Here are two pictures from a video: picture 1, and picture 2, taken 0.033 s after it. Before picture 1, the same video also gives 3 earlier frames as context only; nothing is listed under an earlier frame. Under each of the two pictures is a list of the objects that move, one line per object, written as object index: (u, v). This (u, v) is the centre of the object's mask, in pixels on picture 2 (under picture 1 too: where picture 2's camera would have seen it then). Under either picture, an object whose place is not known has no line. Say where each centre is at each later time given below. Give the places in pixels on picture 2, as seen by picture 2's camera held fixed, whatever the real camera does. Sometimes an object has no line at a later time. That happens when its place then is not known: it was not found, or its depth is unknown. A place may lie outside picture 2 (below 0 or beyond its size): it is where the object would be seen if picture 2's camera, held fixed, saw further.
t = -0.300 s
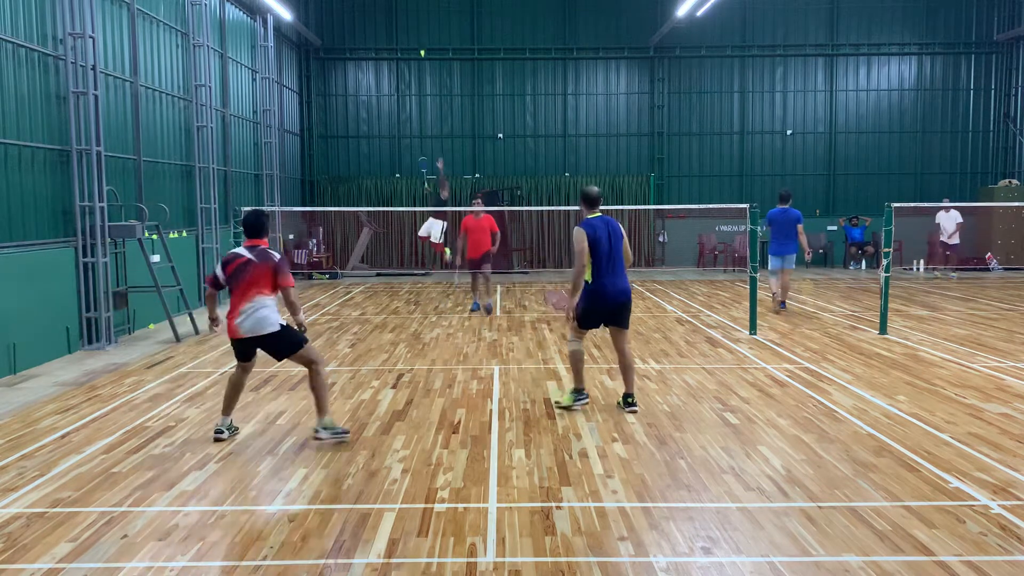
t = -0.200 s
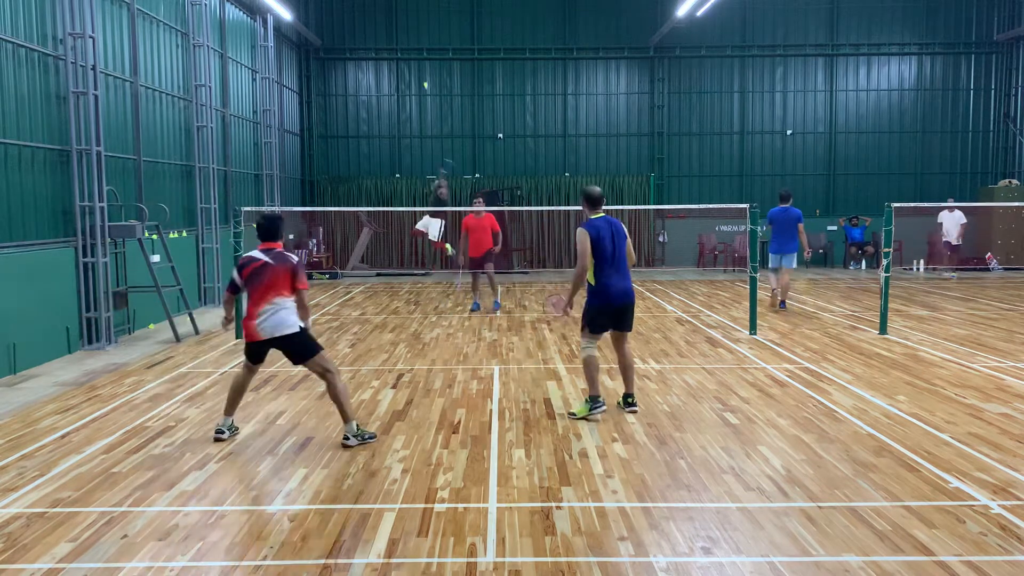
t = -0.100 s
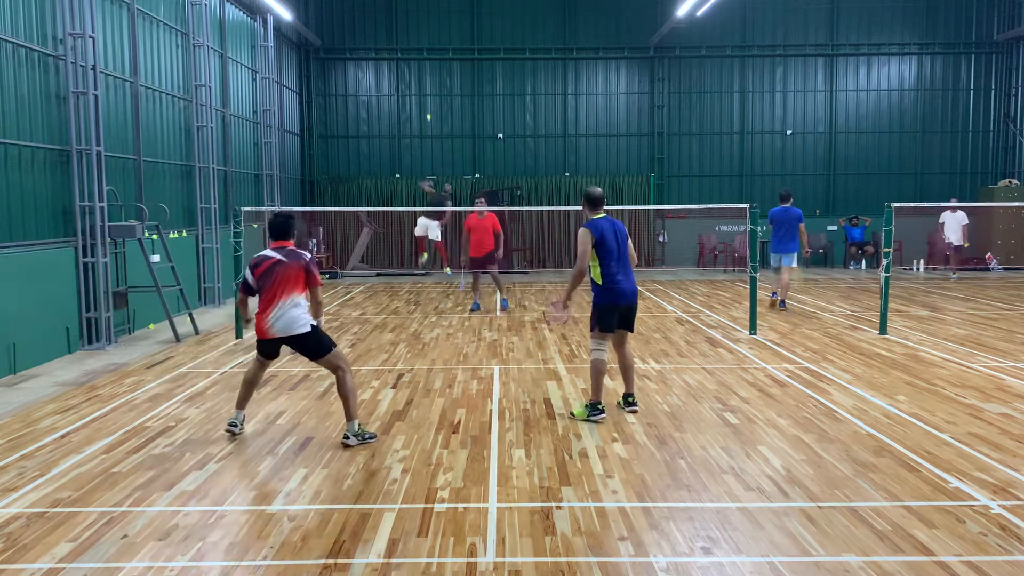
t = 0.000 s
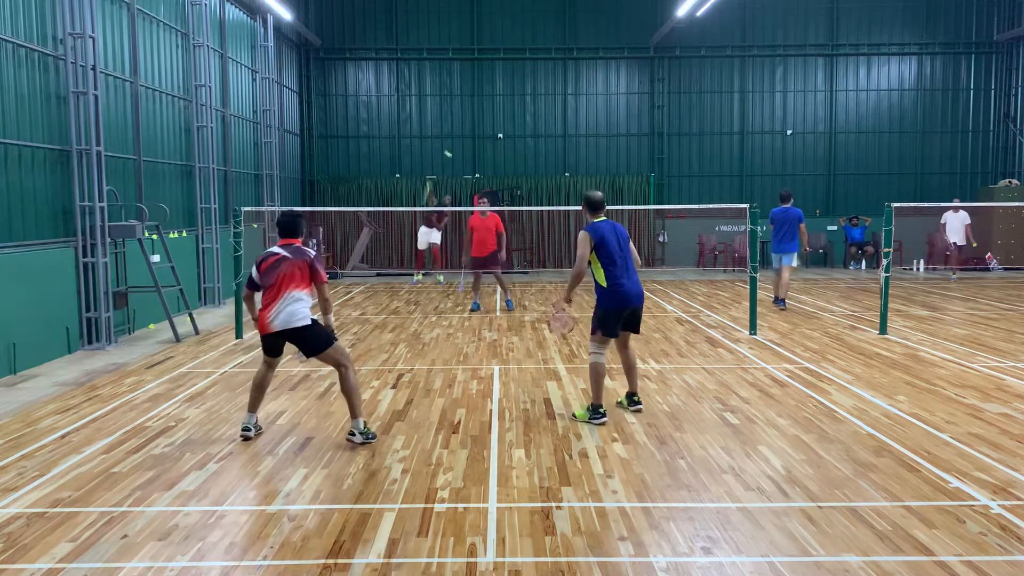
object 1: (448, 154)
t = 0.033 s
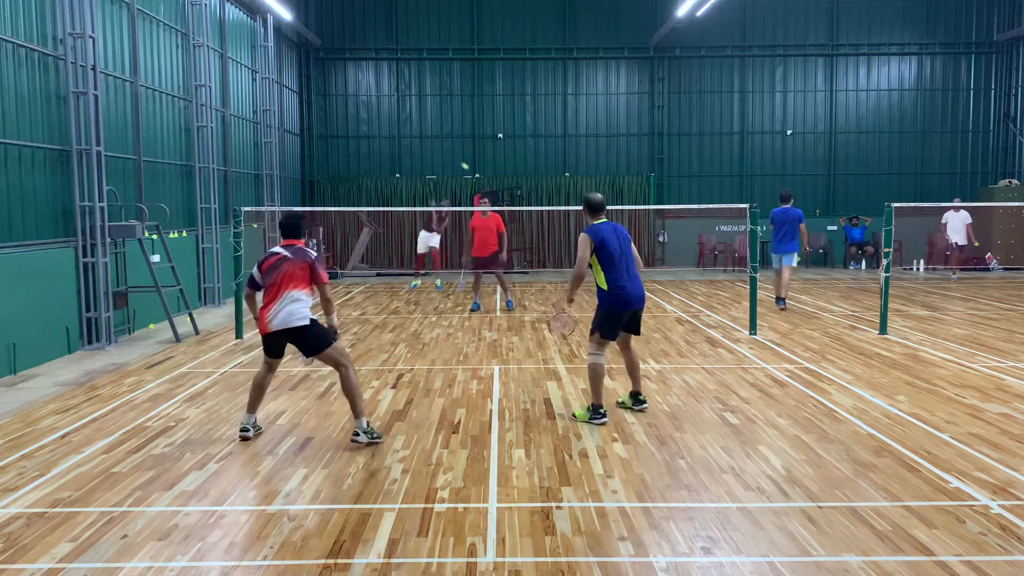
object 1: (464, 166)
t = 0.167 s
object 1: (521, 216)
